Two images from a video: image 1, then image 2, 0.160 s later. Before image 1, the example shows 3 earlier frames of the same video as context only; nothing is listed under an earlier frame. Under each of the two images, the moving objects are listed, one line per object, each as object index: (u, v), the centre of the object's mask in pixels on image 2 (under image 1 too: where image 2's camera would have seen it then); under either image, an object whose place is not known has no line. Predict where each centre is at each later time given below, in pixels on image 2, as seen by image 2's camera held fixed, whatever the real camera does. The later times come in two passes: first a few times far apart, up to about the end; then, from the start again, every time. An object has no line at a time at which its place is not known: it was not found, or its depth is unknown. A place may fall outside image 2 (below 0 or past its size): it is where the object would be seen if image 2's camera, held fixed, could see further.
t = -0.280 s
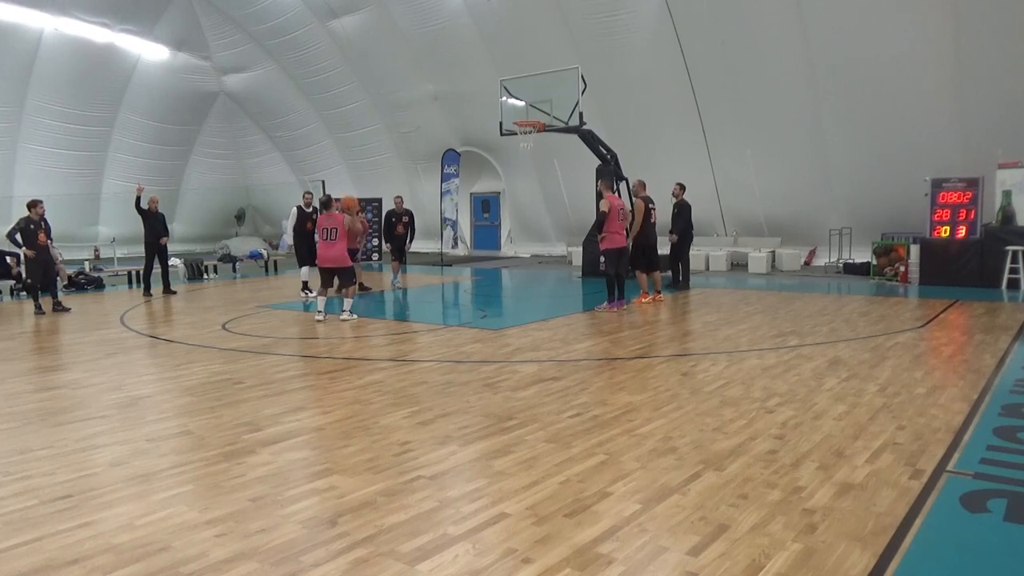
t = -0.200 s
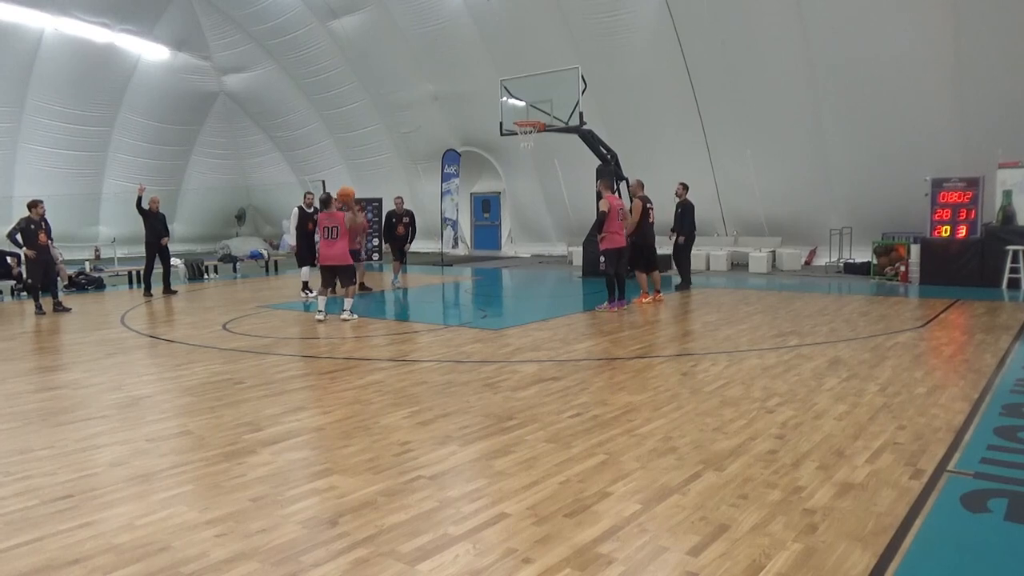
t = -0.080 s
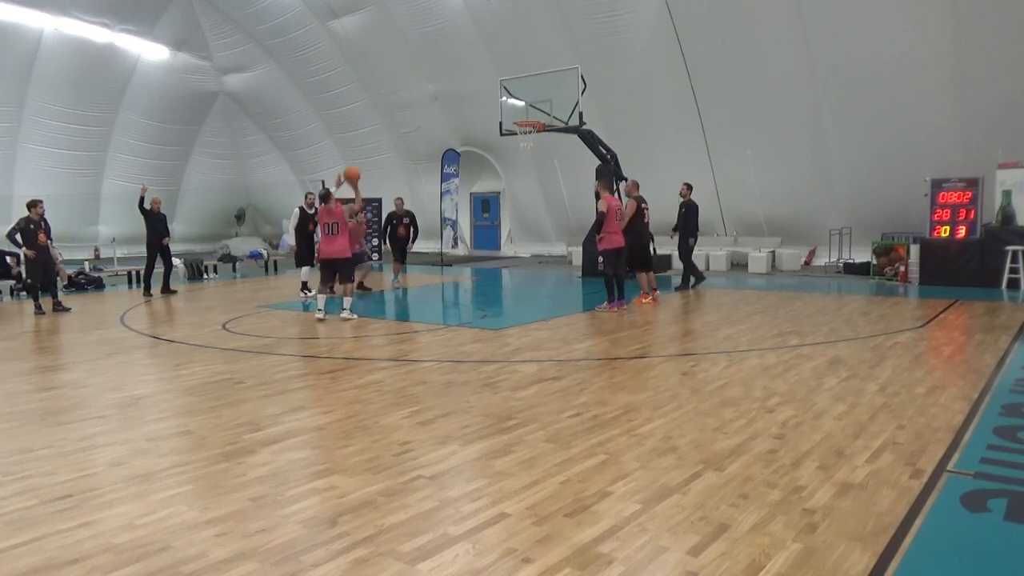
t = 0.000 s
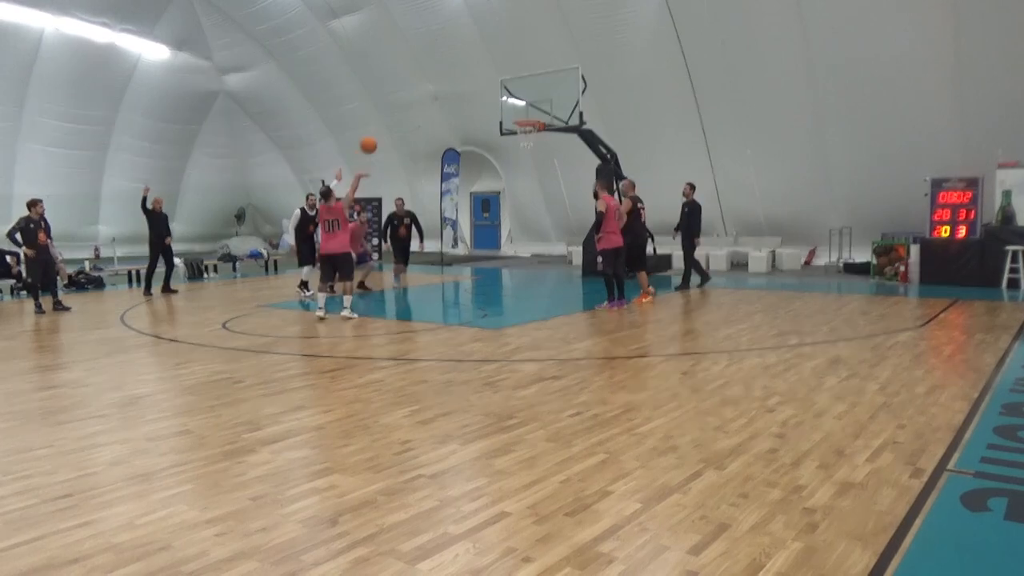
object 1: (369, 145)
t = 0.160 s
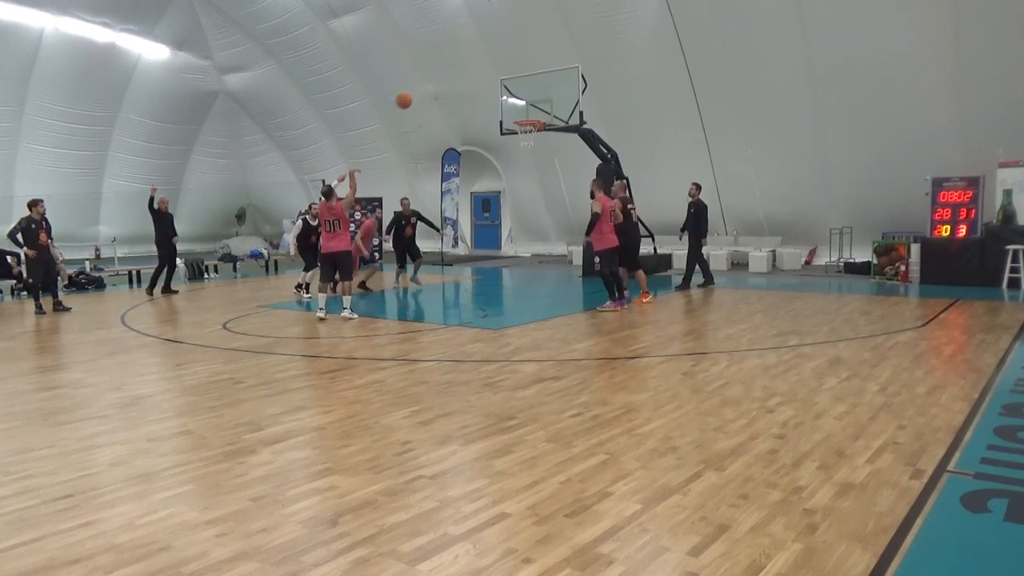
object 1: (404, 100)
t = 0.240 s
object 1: (420, 86)
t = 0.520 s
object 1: (472, 71)
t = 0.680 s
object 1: (499, 83)
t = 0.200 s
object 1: (412, 93)
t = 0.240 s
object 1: (420, 86)
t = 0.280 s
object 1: (428, 80)
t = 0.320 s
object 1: (436, 76)
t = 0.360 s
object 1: (443, 73)
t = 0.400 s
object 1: (450, 71)
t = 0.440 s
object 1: (458, 70)
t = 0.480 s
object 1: (465, 70)
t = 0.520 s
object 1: (472, 71)
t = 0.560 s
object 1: (479, 72)
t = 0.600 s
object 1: (485, 75)
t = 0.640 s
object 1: (492, 78)
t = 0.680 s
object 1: (499, 83)
